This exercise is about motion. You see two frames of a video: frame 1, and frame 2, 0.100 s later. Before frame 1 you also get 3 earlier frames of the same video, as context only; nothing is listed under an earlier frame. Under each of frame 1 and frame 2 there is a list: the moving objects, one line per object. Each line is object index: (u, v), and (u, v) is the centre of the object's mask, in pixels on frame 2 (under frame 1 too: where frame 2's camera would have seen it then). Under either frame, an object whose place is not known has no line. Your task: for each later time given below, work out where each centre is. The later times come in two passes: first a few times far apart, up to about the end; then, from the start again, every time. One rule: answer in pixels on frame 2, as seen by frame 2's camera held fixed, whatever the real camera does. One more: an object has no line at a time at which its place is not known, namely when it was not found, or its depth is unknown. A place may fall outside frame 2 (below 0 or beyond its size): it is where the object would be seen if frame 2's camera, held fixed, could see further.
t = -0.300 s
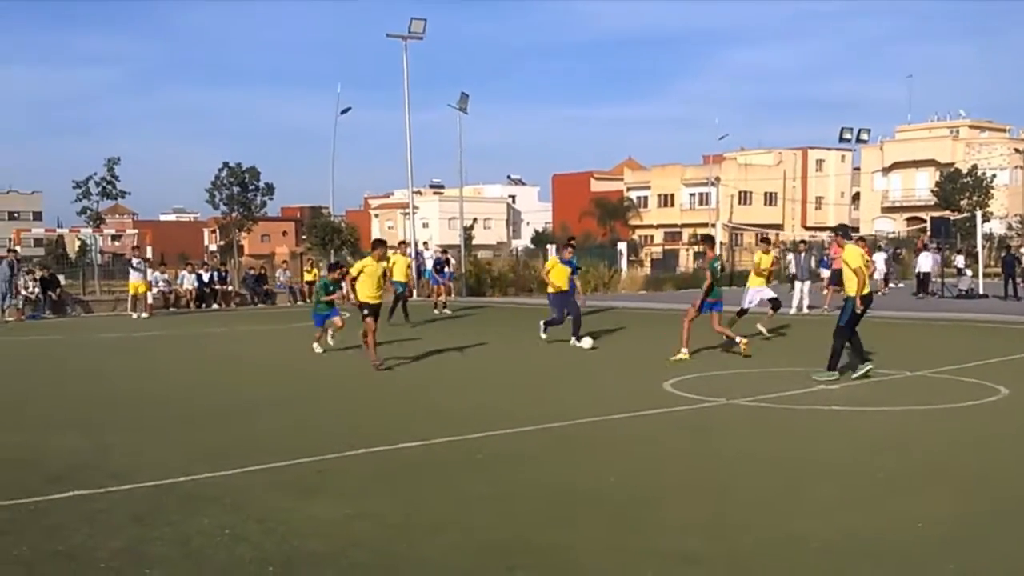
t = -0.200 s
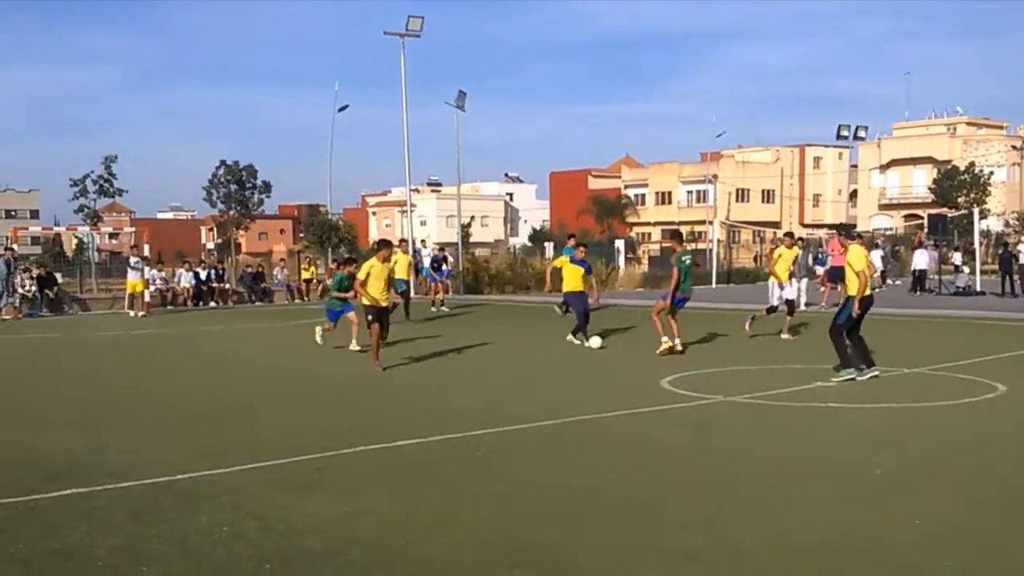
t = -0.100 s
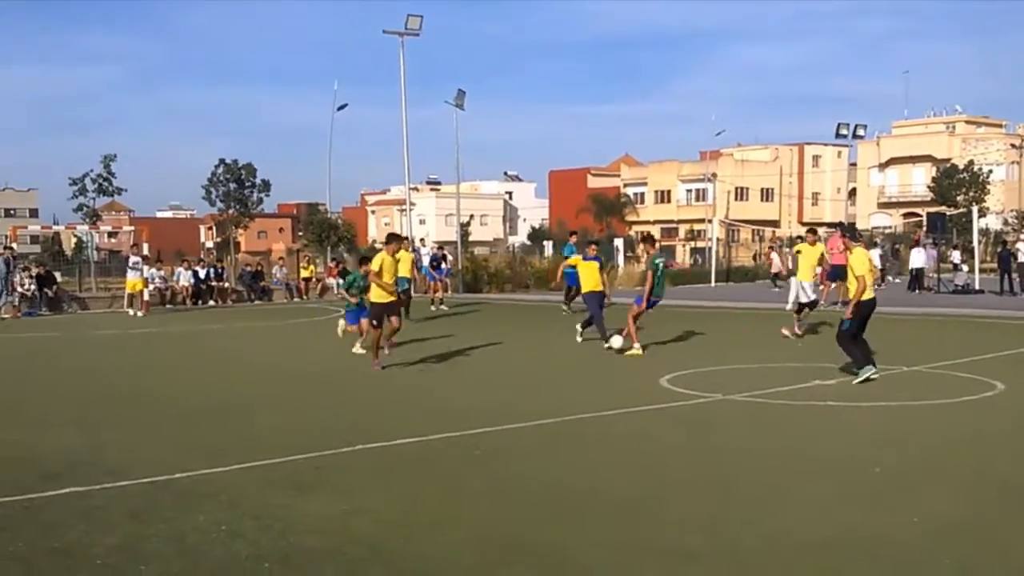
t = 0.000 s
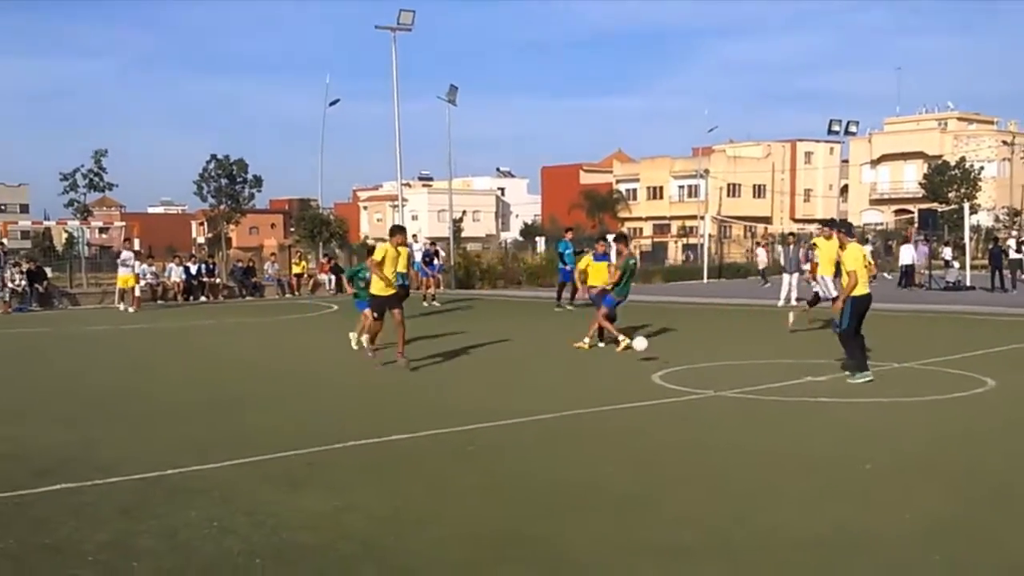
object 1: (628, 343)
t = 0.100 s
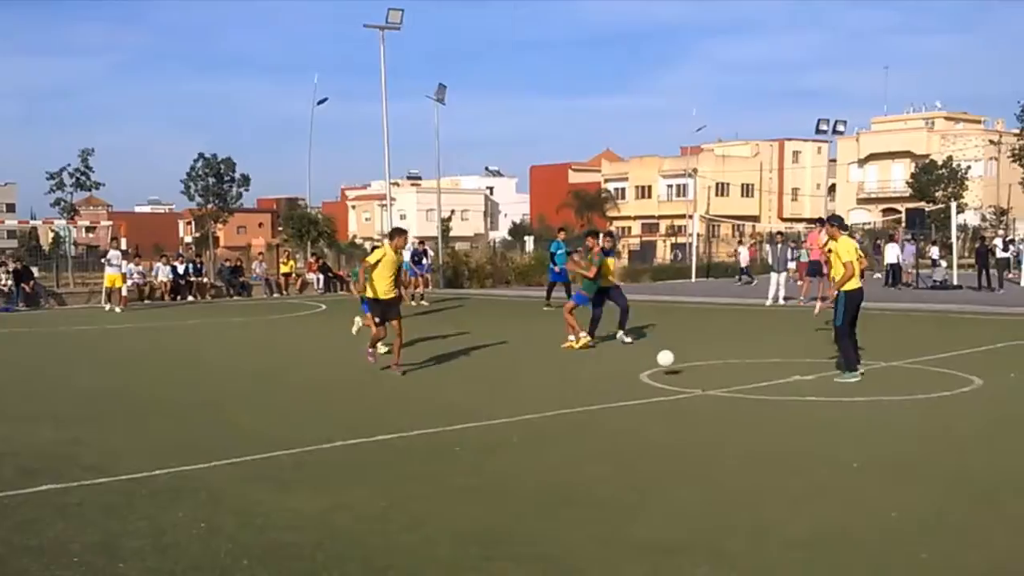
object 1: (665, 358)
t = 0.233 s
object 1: (727, 389)
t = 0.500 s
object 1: (899, 444)
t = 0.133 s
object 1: (679, 366)
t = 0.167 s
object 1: (695, 376)
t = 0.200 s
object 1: (711, 386)
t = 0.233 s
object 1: (727, 389)
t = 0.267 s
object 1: (743, 392)
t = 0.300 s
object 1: (762, 398)
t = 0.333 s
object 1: (782, 405)
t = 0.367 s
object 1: (802, 413)
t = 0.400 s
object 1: (826, 424)
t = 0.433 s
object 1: (849, 431)
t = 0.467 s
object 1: (873, 437)
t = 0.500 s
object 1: (899, 444)
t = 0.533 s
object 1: (927, 455)
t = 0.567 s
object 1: (959, 468)
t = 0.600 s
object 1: (992, 482)
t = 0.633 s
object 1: (1026, 490)
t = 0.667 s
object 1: (1062, 501)
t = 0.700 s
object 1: (1103, 515)
